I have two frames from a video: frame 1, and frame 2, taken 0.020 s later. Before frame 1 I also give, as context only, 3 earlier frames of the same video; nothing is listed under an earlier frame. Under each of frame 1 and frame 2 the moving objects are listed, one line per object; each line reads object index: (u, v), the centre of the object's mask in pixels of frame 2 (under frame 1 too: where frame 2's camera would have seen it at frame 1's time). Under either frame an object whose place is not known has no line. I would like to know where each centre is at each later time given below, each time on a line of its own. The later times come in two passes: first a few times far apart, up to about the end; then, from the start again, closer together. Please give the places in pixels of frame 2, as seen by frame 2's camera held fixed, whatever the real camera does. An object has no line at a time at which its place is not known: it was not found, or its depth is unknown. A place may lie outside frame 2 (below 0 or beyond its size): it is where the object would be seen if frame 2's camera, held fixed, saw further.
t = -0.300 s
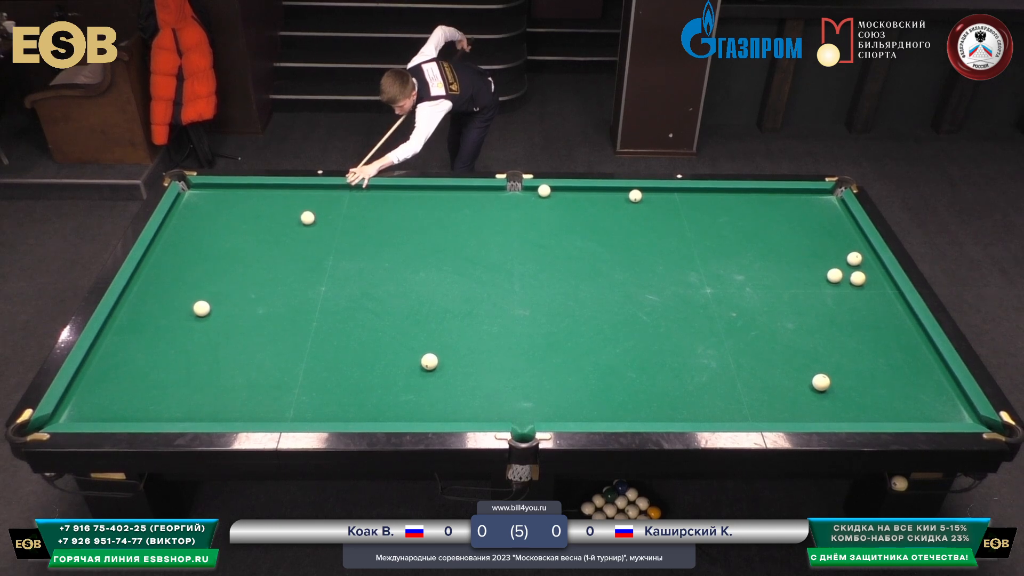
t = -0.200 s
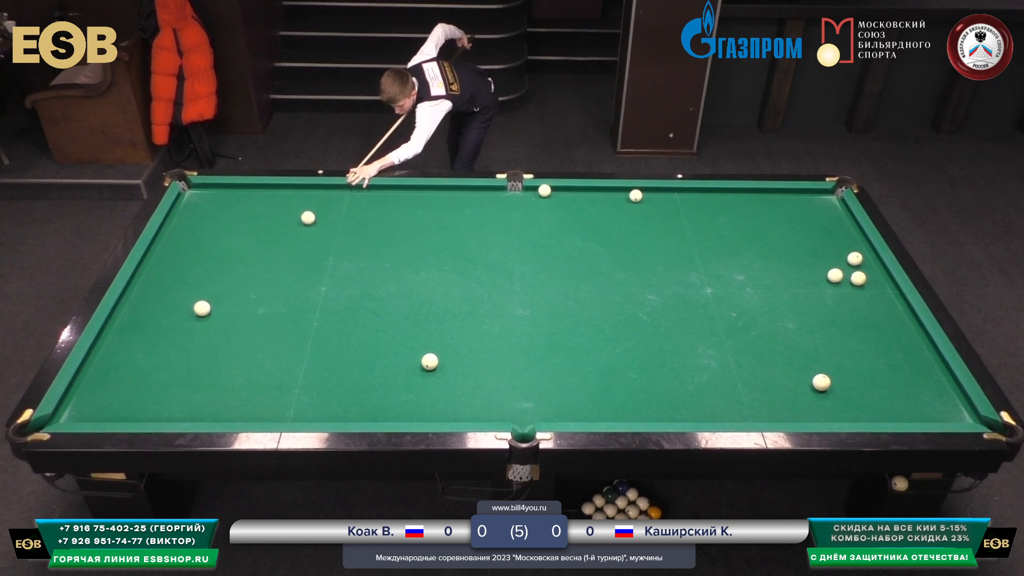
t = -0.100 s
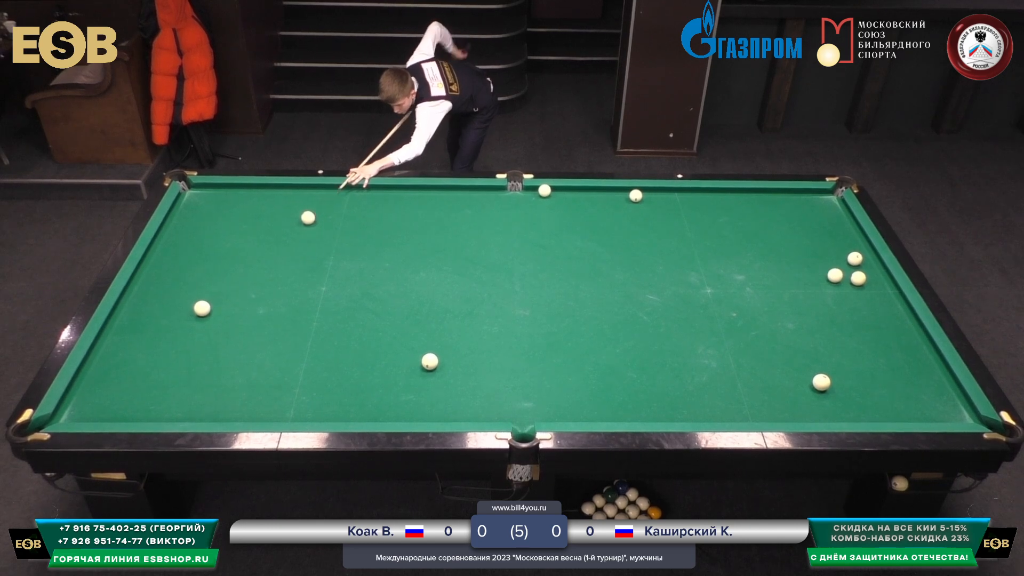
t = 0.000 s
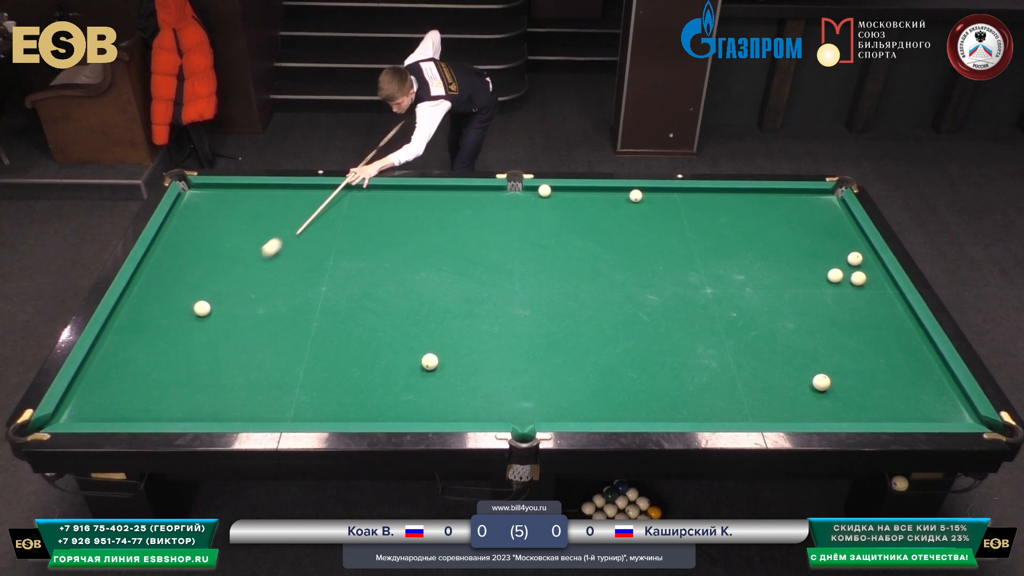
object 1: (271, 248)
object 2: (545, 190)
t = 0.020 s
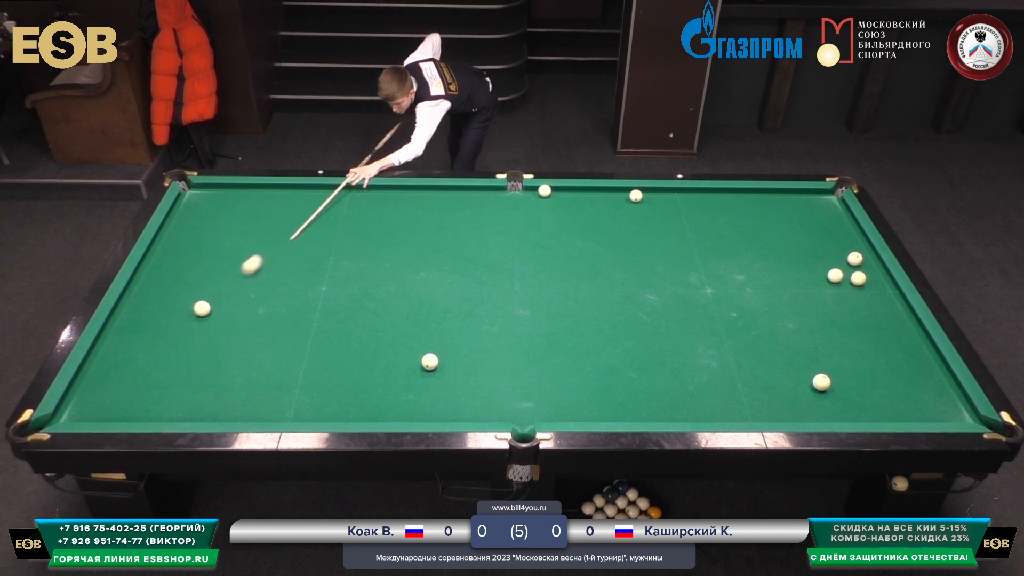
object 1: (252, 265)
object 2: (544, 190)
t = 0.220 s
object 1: (109, 401)
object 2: (544, 191)
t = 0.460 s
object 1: (348, 345)
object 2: (544, 191)
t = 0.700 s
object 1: (528, 302)
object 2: (545, 190)
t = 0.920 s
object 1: (650, 272)
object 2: (544, 191)
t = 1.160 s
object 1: (761, 244)
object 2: (544, 190)
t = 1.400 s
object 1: (848, 221)
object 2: (545, 190)
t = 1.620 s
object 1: (772, 217)
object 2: (544, 190)
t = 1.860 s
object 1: (712, 212)
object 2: (544, 191)
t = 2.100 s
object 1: (658, 207)
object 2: (544, 190)
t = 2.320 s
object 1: (609, 202)
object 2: (544, 191)
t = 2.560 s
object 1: (558, 197)
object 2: (544, 190)
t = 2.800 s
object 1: (519, 201)
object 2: (538, 195)
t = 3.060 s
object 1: (478, 206)
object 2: (531, 202)
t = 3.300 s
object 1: (440, 211)
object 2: (525, 208)
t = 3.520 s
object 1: (405, 216)
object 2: (520, 214)
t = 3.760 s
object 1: (368, 221)
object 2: (514, 219)
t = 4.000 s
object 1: (331, 226)
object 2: (509, 225)
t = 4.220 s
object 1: (297, 230)
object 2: (505, 229)
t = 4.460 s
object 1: (260, 235)
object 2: (500, 234)
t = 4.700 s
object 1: (223, 240)
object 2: (496, 239)
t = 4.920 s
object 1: (191, 244)
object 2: (493, 242)
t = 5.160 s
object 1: (155, 249)
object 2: (489, 246)
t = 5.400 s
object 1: (168, 252)
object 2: (486, 250)
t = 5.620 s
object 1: (183, 255)
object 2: (484, 252)
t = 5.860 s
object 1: (198, 257)
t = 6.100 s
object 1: (212, 260)
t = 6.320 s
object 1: (225, 262)
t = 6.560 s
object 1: (237, 265)
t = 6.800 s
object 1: (250, 267)
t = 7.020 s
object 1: (260, 268)
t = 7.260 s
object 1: (271, 270)
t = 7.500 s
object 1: (280, 272)
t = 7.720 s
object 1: (289, 274)
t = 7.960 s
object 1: (296, 276)
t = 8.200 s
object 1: (304, 276)
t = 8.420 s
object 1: (310, 278)
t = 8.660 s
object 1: (316, 279)
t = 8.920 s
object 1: (321, 280)
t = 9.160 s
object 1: (325, 280)
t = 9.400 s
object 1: (328, 281)
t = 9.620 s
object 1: (330, 281)
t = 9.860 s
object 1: (332, 281)
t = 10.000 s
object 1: (332, 281)
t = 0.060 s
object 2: (545, 190)
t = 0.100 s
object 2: (545, 190)
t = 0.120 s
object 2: (545, 191)
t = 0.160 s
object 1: (68, 412)
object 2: (545, 191)
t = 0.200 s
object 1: (87, 407)
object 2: (545, 190)
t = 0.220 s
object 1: (109, 401)
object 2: (544, 191)
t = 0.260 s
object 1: (154, 391)
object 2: (544, 190)
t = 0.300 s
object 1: (197, 381)
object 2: (544, 191)
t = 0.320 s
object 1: (217, 376)
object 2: (544, 190)
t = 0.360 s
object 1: (257, 367)
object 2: (544, 191)
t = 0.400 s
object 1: (295, 358)
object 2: (544, 191)
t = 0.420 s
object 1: (313, 354)
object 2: (544, 191)
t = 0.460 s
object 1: (348, 345)
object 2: (544, 191)
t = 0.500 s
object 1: (382, 337)
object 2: (544, 191)
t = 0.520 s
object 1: (398, 333)
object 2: (544, 191)
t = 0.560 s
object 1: (429, 326)
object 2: (544, 190)
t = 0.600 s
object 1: (459, 318)
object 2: (545, 190)
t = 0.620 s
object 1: (474, 315)
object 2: (544, 191)
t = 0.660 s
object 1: (501, 308)
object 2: (545, 190)
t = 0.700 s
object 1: (528, 302)
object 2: (545, 190)
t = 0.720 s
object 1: (540, 299)
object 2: (545, 190)
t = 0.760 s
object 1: (564, 293)
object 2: (545, 190)
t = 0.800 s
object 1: (588, 287)
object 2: (545, 190)
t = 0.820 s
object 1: (599, 284)
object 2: (545, 190)
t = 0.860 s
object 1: (620, 279)
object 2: (544, 190)
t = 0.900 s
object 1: (641, 274)
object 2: (544, 191)
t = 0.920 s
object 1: (650, 272)
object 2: (544, 191)
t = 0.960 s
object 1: (669, 267)
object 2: (544, 191)
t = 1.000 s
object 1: (688, 262)
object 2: (544, 191)
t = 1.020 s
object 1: (698, 260)
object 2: (544, 191)
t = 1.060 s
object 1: (716, 255)
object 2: (544, 191)
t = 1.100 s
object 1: (734, 251)
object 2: (544, 191)
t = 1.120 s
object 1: (743, 248)
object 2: (544, 191)
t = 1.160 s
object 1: (761, 244)
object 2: (544, 190)
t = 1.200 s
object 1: (778, 240)
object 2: (544, 190)
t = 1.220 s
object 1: (787, 237)
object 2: (544, 190)
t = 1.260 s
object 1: (804, 233)
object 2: (544, 190)
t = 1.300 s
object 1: (820, 229)
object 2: (544, 191)
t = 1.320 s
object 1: (829, 227)
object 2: (544, 191)
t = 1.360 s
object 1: (845, 223)
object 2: (545, 190)
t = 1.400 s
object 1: (848, 221)
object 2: (545, 190)
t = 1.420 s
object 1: (840, 220)
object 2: (544, 190)
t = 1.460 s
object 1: (825, 220)
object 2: (544, 190)
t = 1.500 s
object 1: (810, 219)
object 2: (544, 191)
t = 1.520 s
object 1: (803, 219)
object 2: (544, 190)
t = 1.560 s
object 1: (791, 218)
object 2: (544, 191)
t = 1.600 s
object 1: (778, 217)
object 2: (544, 190)
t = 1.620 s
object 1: (772, 217)
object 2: (544, 190)
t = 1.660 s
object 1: (761, 216)
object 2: (545, 190)
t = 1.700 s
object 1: (750, 215)
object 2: (545, 190)
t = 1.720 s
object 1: (746, 215)
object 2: (545, 191)
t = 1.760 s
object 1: (736, 214)
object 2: (544, 190)
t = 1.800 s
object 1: (726, 213)
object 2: (544, 191)
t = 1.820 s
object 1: (722, 213)
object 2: (544, 191)
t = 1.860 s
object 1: (712, 212)
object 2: (544, 191)
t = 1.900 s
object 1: (703, 211)
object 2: (544, 191)
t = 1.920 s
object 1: (699, 211)
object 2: (544, 191)
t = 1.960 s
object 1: (690, 209)
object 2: (544, 190)
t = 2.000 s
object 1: (681, 209)
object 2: (544, 190)
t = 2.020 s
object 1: (676, 208)
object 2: (544, 190)
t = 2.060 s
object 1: (667, 207)
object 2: (544, 190)
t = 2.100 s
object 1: (658, 207)
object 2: (544, 190)
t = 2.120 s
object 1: (654, 206)
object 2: (545, 190)
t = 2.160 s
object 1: (645, 205)
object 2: (545, 190)
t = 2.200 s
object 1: (636, 205)
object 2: (545, 190)
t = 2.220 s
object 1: (631, 204)
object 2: (545, 190)
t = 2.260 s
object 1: (623, 203)
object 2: (545, 191)
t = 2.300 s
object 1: (614, 203)
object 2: (544, 191)
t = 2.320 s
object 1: (609, 202)
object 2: (544, 191)
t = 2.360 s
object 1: (601, 201)
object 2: (544, 191)
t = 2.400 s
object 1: (593, 200)
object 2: (544, 190)
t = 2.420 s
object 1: (588, 200)
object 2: (544, 191)
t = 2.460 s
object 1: (579, 199)
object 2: (544, 191)
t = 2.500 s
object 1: (571, 198)
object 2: (544, 190)
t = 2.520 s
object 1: (567, 198)
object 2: (544, 191)
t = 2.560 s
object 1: (558, 197)
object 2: (544, 190)
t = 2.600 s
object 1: (550, 197)
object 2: (543, 190)
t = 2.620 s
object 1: (547, 198)
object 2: (543, 188)
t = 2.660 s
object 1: (541, 199)
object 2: (542, 189)
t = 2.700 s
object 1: (535, 199)
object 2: (541, 191)
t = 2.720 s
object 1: (532, 200)
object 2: (541, 192)
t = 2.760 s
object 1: (525, 200)
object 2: (539, 194)
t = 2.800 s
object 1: (519, 201)
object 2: (538, 195)
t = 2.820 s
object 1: (516, 201)
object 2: (538, 195)
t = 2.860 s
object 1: (510, 202)
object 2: (537, 196)
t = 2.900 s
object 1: (503, 203)
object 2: (536, 197)
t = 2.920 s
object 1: (500, 203)
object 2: (535, 198)
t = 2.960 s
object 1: (494, 204)
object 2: (534, 199)
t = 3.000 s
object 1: (487, 205)
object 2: (533, 200)
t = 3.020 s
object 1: (484, 206)
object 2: (532, 201)
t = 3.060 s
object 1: (478, 206)
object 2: (531, 202)
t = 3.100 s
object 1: (472, 207)
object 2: (530, 203)
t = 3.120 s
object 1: (468, 207)
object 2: (530, 203)
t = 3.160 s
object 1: (462, 208)
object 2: (528, 204)
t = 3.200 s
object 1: (455, 209)
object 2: (527, 205)
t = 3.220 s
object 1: (452, 210)
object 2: (527, 206)
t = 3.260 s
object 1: (446, 210)
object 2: (526, 207)
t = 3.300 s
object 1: (440, 211)
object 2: (525, 208)
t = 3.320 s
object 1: (437, 212)
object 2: (524, 209)
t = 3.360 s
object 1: (430, 212)
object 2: (523, 209)
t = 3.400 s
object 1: (424, 213)
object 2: (523, 210)
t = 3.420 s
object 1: (421, 214)
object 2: (522, 211)
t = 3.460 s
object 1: (415, 214)
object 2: (521, 212)
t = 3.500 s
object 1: (408, 215)
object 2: (520, 213)
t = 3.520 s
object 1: (405, 216)
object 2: (520, 214)
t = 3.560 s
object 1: (399, 217)
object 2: (519, 214)
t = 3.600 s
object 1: (393, 217)
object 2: (518, 215)
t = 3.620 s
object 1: (390, 218)
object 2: (518, 216)
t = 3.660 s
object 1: (383, 219)
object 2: (517, 217)
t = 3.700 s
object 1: (377, 220)
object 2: (516, 218)
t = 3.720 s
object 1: (374, 220)
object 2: (515, 218)
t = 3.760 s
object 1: (368, 221)
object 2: (514, 219)
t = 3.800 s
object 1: (362, 222)
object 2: (513, 220)
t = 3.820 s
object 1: (358, 222)
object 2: (513, 221)
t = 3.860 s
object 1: (352, 223)
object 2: (512, 221)
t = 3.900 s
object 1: (346, 224)
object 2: (511, 223)
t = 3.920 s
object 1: (343, 224)
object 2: (511, 223)
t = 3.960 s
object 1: (337, 225)
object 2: (510, 224)
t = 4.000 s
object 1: (331, 226)
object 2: (509, 225)
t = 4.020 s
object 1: (327, 226)
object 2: (509, 225)
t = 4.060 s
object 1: (321, 227)
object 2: (508, 226)
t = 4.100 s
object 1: (315, 228)
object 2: (507, 227)
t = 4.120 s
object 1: (312, 228)
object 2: (507, 227)
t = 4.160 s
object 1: (306, 229)
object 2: (506, 228)
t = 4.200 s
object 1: (300, 230)
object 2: (505, 229)
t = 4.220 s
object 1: (297, 230)
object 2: (505, 229)
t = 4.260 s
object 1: (291, 231)
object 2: (504, 230)
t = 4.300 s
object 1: (285, 232)
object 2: (503, 231)
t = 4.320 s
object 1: (281, 232)
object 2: (503, 231)
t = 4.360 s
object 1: (276, 233)
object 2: (502, 232)
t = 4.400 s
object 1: (269, 234)
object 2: (501, 233)
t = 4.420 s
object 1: (266, 234)
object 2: (501, 233)
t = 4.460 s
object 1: (260, 235)
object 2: (500, 234)
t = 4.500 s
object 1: (254, 236)
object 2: (499, 235)
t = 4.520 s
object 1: (251, 236)
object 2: (499, 235)
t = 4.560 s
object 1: (245, 237)
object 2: (498, 236)
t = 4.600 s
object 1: (239, 238)
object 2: (498, 237)
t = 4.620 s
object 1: (236, 238)
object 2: (497, 237)
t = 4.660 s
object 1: (230, 239)
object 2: (497, 238)
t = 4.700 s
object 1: (223, 240)
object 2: (496, 239)
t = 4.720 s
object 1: (221, 240)
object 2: (496, 239)
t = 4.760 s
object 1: (215, 241)
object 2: (495, 240)
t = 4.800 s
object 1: (209, 242)
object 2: (494, 240)
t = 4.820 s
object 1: (206, 242)
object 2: (494, 241)
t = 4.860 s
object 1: (200, 243)
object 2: (494, 241)
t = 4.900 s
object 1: (194, 244)
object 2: (493, 242)
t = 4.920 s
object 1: (191, 244)
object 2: (493, 242)
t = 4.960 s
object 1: (185, 245)
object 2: (492, 243)
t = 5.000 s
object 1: (179, 246)
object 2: (491, 244)
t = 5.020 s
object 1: (176, 246)
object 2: (491, 244)
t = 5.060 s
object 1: (170, 247)
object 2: (491, 245)
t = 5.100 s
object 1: (164, 248)
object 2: (490, 245)
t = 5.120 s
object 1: (161, 249)
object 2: (490, 246)
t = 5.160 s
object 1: (155, 249)
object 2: (489, 246)
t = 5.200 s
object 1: (153, 250)
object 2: (489, 247)
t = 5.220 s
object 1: (155, 250)
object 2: (488, 247)
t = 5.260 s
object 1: (159, 250)
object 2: (488, 248)
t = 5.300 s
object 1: (162, 251)
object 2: (487, 248)
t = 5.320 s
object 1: (163, 251)
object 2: (487, 248)
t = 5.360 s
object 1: (165, 252)
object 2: (486, 249)
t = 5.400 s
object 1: (168, 252)
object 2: (486, 250)
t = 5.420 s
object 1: (170, 252)
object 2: (486, 250)
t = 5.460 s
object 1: (172, 253)
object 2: (485, 250)
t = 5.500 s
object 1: (175, 253)
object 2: (485, 251)
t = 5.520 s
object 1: (176, 254)
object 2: (485, 251)
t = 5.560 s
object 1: (179, 254)
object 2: (484, 251)
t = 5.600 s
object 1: (181, 254)
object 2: (484, 252)
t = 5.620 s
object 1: (183, 255)
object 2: (484, 252)
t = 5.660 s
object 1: (185, 255)
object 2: (483, 253)
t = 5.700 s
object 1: (188, 256)
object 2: (483, 253)
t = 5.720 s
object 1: (189, 256)
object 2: (483, 253)
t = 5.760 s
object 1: (192, 256)
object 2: (482, 254)
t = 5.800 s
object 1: (194, 257)
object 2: (482, 254)
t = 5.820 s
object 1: (195, 257)
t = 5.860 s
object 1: (198, 257)
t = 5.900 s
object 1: (200, 258)
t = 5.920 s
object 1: (201, 258)
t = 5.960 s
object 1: (204, 259)
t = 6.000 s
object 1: (206, 259)
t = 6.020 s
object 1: (207, 259)
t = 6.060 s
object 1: (210, 260)
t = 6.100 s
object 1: (212, 260)
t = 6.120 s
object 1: (213, 260)
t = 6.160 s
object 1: (216, 260)
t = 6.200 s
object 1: (218, 261)
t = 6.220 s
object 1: (219, 261)
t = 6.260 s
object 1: (221, 262)
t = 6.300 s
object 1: (224, 262)
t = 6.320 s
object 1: (225, 262)
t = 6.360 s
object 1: (227, 262)
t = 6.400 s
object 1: (229, 263)
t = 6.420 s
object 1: (230, 263)
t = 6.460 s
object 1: (233, 264)
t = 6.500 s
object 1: (233, 264)
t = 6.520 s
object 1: (235, 264)
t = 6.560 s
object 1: (237, 265)
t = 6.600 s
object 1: (239, 265)
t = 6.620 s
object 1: (241, 265)
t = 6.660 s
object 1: (243, 266)
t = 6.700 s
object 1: (243, 266)
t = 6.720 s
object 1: (246, 266)
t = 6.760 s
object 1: (248, 266)
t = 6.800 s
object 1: (250, 267)
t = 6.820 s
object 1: (251, 267)
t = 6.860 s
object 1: (253, 267)
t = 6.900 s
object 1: (255, 267)
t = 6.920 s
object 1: (256, 268)
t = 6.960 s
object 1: (257, 268)
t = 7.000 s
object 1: (259, 269)
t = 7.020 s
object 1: (260, 268)
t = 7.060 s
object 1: (262, 269)
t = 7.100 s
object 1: (263, 269)
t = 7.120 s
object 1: (265, 269)
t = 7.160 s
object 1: (266, 270)
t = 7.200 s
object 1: (268, 270)
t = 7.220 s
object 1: (269, 270)
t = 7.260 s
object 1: (271, 270)
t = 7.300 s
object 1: (272, 271)
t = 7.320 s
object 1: (273, 271)
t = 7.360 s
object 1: (275, 271)
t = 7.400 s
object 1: (277, 271)
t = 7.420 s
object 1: (278, 271)
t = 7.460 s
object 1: (279, 272)
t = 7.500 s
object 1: (280, 272)
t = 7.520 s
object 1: (281, 272)
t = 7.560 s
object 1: (283, 272)
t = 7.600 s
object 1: (284, 273)
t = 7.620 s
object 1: (285, 273)
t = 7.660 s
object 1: (287, 273)
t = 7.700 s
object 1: (288, 273)
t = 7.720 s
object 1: (289, 274)
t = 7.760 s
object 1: (290, 274)
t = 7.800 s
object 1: (292, 274)
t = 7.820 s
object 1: (292, 275)
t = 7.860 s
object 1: (294, 275)
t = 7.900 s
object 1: (295, 275)
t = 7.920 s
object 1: (295, 275)
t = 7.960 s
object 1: (296, 276)
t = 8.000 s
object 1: (298, 276)
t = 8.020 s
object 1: (299, 276)
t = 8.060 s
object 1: (300, 276)
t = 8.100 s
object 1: (301, 276)
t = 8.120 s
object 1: (302, 276)
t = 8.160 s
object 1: (303, 276)
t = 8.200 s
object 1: (304, 276)
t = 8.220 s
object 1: (305, 277)
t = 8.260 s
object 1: (306, 277)
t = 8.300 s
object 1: (307, 277)
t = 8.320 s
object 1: (308, 278)
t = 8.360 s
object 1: (308, 278)
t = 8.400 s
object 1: (309, 278)
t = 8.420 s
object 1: (310, 278)
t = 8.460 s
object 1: (311, 278)
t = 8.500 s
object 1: (312, 278)
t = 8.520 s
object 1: (312, 278)
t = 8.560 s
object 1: (313, 278)
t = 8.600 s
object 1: (314, 279)
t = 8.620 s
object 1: (315, 279)
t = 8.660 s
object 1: (316, 279)
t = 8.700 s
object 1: (317, 279)
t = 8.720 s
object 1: (317, 279)
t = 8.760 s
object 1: (318, 279)
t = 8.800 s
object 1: (319, 279)
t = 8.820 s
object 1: (319, 279)
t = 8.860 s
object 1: (320, 280)
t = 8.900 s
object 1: (321, 280)
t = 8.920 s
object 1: (321, 280)
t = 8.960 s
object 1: (322, 280)
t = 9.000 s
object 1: (323, 280)
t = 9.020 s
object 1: (323, 280)
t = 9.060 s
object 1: (324, 280)
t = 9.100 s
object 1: (324, 280)
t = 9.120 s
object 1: (324, 280)
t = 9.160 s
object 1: (325, 280)
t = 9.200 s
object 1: (326, 280)
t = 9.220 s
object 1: (326, 280)
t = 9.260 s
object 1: (326, 281)
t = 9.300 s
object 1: (327, 281)
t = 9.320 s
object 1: (327, 280)
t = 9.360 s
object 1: (328, 280)
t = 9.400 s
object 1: (328, 281)
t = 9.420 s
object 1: (329, 281)
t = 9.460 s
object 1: (329, 281)
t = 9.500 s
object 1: (329, 281)
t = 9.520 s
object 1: (330, 281)
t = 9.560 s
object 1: (330, 281)
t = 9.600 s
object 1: (330, 281)
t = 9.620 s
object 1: (330, 281)
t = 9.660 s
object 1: (331, 281)
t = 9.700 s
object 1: (331, 281)
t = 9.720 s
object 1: (331, 281)
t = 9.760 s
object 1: (331, 281)
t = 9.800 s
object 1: (332, 281)
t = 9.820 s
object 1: (332, 281)
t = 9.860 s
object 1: (332, 281)
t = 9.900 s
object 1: (332, 281)
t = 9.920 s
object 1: (332, 281)
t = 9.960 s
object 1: (332, 281)
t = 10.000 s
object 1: (332, 281)
